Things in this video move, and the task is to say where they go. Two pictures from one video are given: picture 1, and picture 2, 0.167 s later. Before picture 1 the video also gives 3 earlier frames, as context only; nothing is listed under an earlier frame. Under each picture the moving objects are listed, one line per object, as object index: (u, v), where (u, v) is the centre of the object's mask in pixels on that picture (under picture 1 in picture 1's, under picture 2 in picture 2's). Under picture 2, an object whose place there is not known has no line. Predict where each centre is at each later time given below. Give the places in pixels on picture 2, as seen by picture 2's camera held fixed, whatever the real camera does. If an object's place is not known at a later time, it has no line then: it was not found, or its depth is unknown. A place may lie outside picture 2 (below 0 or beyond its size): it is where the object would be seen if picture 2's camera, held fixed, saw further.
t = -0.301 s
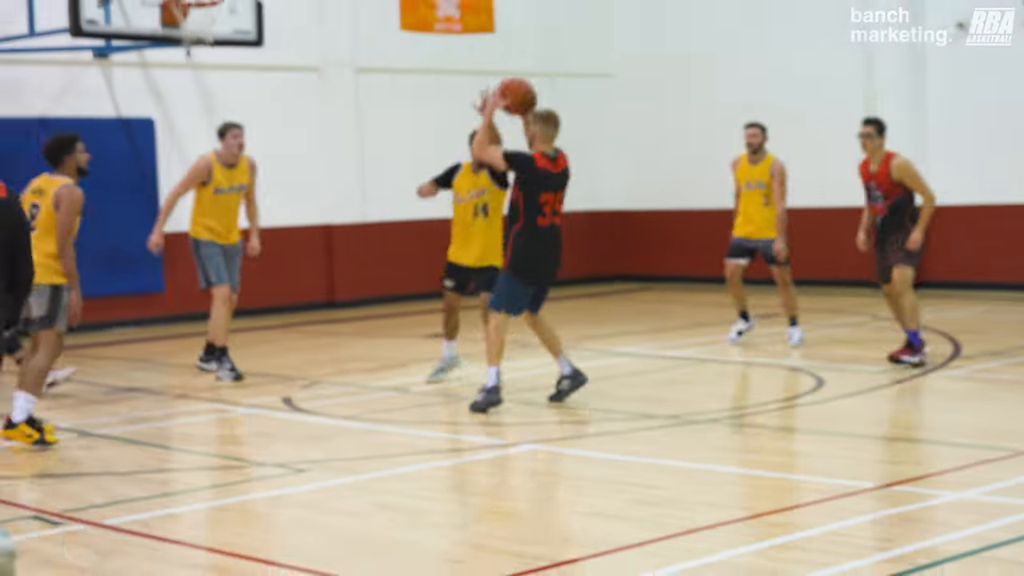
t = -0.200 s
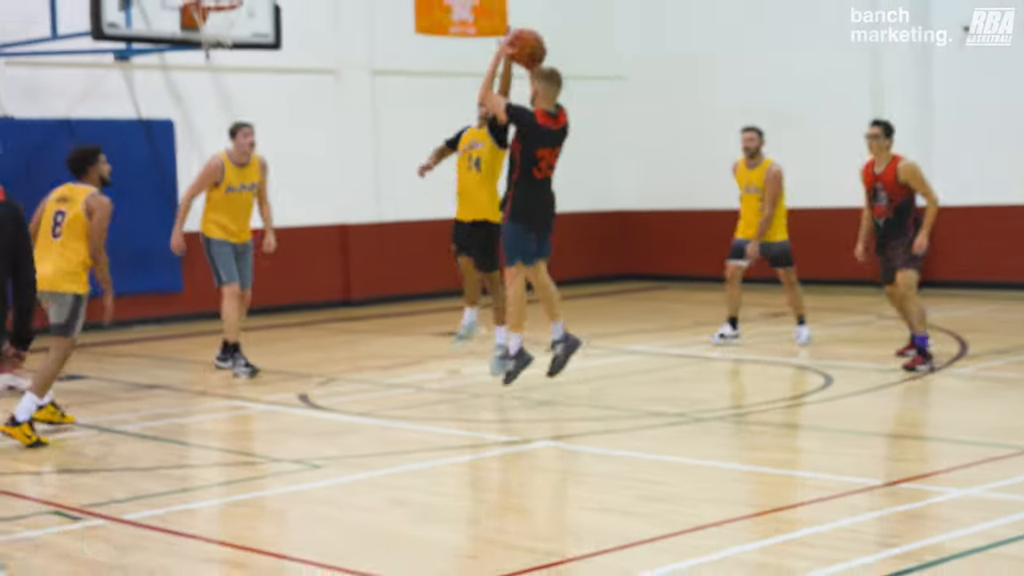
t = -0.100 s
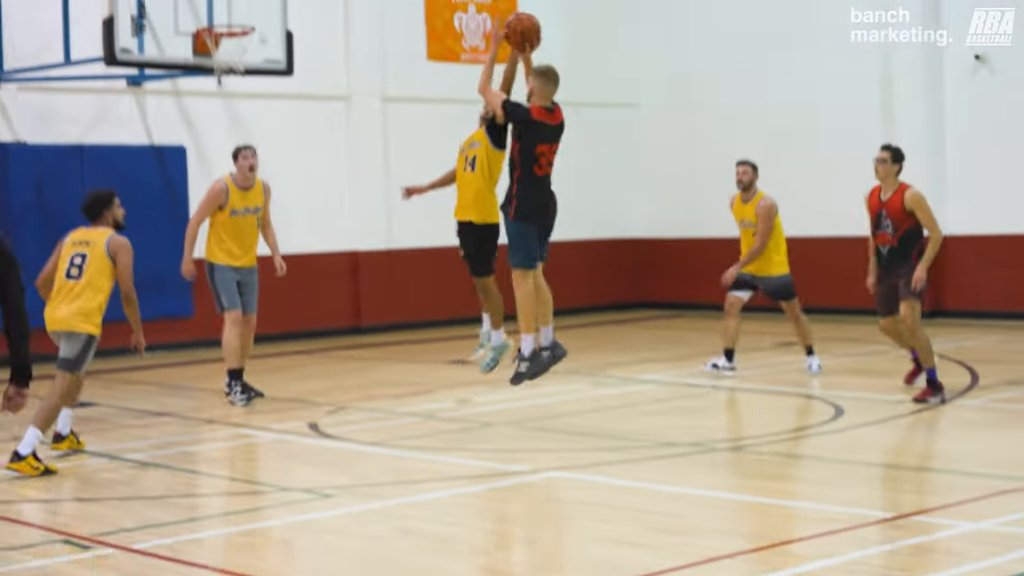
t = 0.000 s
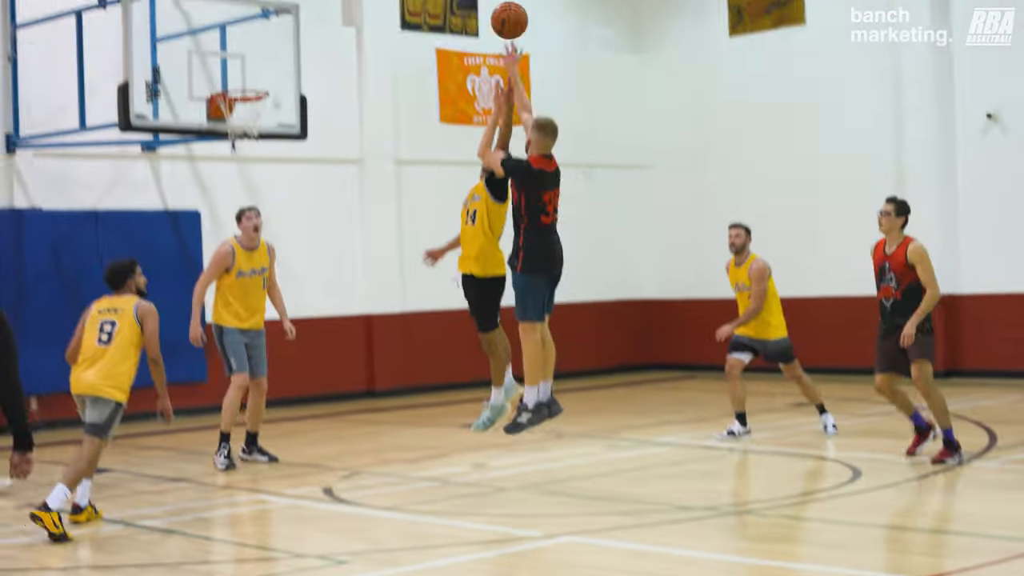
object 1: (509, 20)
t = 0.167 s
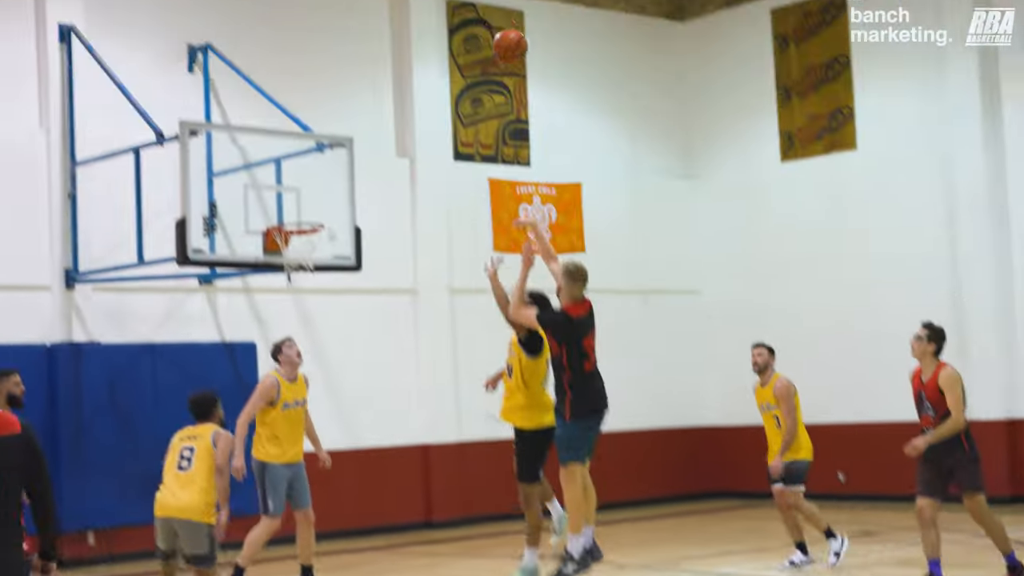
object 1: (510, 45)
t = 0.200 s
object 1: (501, 32)
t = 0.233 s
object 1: (492, 20)
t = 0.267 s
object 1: (484, 9)
